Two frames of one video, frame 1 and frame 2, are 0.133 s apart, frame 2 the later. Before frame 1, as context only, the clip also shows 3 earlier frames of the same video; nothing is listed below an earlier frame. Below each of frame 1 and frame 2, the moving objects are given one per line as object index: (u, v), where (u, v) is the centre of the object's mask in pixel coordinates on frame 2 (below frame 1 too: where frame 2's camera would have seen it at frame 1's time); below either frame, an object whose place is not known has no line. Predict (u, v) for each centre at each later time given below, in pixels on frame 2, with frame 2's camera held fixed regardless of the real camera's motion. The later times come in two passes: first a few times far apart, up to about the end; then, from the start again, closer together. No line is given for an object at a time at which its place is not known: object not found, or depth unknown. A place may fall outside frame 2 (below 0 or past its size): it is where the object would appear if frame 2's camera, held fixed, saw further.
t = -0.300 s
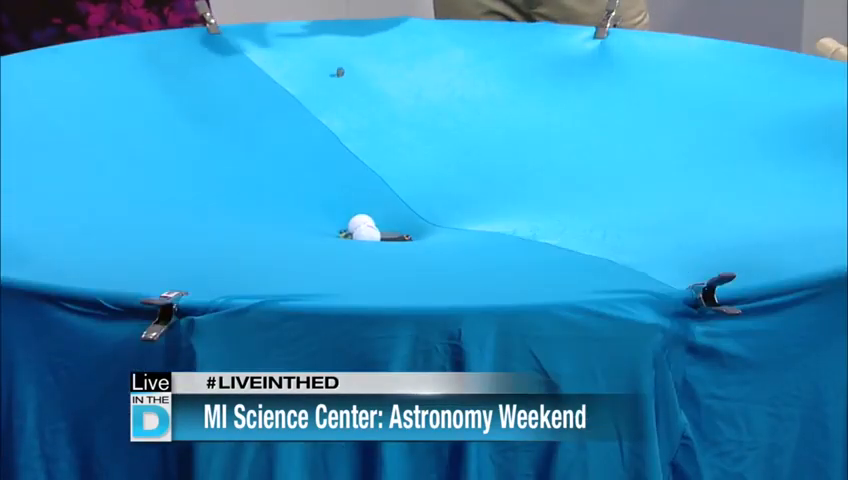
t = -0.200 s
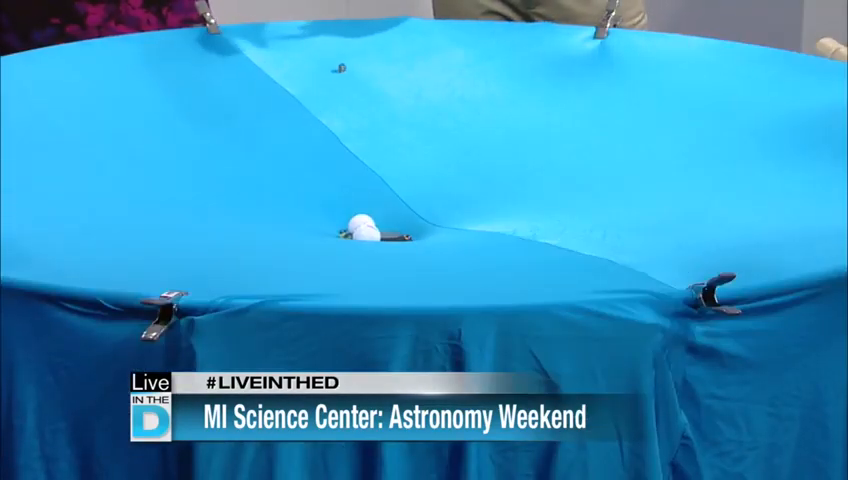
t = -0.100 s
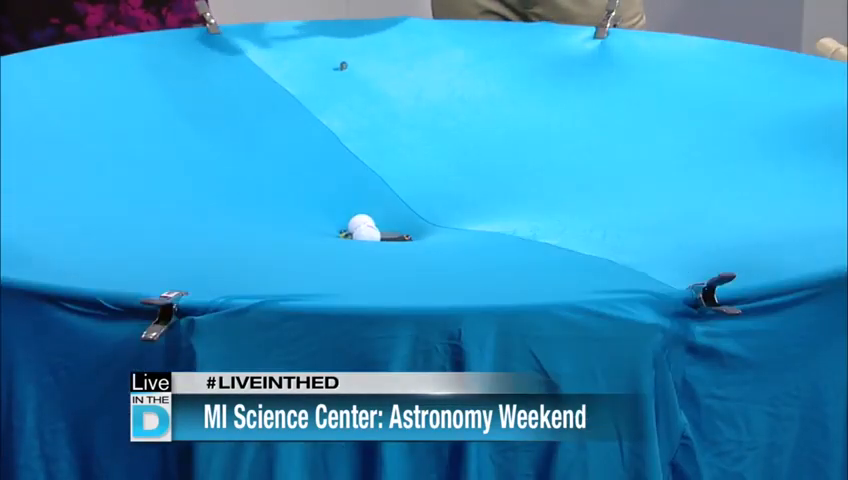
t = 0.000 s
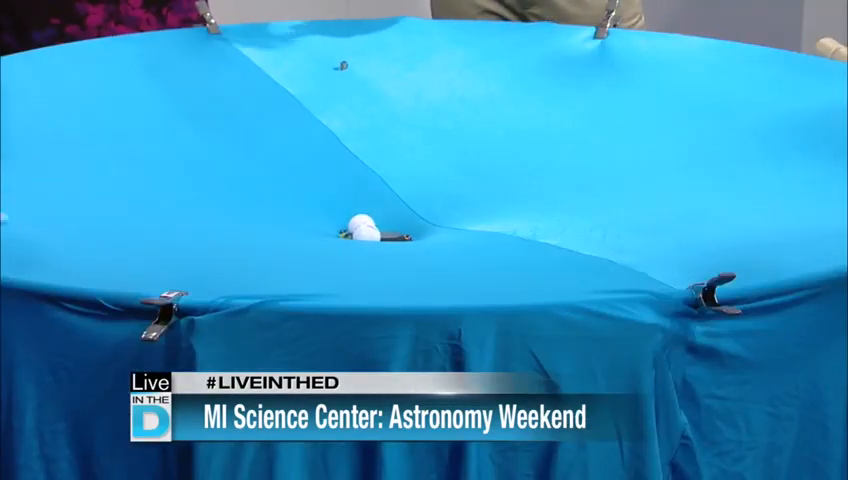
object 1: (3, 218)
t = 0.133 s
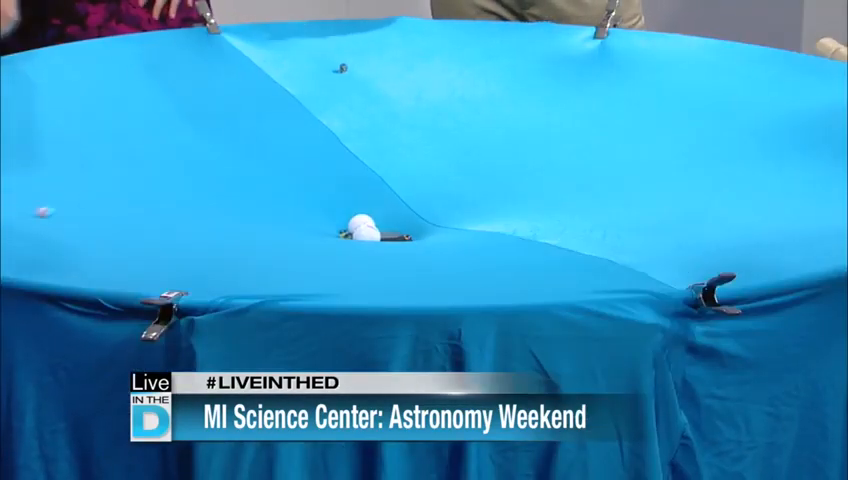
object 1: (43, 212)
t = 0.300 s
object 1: (105, 199)
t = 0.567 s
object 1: (227, 185)
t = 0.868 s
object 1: (405, 163)
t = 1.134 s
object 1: (549, 143)
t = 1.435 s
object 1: (668, 139)
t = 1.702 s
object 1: (735, 146)
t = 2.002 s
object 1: (764, 163)
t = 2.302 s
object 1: (739, 188)
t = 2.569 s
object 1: (669, 213)
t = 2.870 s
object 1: (535, 236)
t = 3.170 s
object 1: (361, 242)
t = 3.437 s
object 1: (231, 213)
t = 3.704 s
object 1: (161, 180)
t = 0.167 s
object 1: (55, 209)
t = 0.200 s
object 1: (67, 206)
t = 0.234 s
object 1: (80, 204)
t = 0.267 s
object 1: (93, 202)
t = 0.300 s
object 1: (105, 199)
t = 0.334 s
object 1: (119, 197)
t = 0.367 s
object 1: (133, 195)
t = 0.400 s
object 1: (148, 193)
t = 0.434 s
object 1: (161, 192)
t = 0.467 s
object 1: (177, 189)
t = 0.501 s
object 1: (194, 188)
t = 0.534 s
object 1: (210, 187)
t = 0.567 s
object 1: (227, 185)
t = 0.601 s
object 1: (246, 184)
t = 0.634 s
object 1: (265, 183)
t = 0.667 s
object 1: (286, 181)
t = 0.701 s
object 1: (304, 179)
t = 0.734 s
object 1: (326, 176)
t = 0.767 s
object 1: (347, 173)
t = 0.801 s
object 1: (364, 170)
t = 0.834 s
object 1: (385, 167)
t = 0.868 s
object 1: (405, 163)
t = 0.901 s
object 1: (425, 159)
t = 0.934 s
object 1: (445, 156)
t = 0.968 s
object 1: (464, 153)
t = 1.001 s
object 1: (482, 150)
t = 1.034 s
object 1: (499, 148)
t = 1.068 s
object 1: (516, 146)
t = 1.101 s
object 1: (533, 145)
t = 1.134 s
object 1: (549, 143)
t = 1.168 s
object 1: (564, 142)
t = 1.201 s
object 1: (579, 141)
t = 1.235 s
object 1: (593, 140)
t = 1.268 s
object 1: (607, 139)
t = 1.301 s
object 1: (620, 139)
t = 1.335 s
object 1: (633, 139)
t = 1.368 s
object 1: (645, 139)
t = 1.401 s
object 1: (656, 139)
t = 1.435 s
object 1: (668, 139)
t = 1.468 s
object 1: (678, 139)
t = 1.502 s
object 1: (688, 140)
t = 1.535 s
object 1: (697, 140)
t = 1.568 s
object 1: (705, 141)
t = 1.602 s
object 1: (714, 142)
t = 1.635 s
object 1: (721, 143)
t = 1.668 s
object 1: (729, 144)
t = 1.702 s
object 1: (735, 146)
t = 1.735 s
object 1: (741, 147)
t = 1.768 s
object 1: (746, 149)
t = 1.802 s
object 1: (751, 150)
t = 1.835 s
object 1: (754, 152)
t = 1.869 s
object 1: (758, 154)
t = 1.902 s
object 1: (761, 156)
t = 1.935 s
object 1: (762, 158)
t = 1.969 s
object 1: (763, 161)
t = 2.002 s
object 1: (764, 163)
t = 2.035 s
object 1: (764, 165)
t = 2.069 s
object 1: (763, 168)
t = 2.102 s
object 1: (762, 170)
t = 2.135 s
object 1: (760, 173)
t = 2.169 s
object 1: (758, 175)
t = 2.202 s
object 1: (753, 179)
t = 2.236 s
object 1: (750, 181)
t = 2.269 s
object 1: (745, 184)
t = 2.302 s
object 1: (739, 188)
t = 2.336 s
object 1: (733, 191)
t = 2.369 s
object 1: (726, 194)
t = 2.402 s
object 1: (718, 197)
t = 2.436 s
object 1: (709, 200)
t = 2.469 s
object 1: (700, 203)
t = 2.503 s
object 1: (690, 207)
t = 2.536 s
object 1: (680, 209)
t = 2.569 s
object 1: (669, 213)
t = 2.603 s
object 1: (656, 216)
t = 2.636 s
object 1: (644, 219)
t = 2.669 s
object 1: (631, 222)
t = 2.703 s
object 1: (616, 224)
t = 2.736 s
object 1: (601, 227)
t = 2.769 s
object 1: (584, 229)
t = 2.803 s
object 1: (569, 231)
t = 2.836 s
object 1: (553, 233)
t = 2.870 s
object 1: (535, 236)
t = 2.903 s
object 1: (517, 237)
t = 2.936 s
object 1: (497, 238)
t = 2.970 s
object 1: (480, 239)
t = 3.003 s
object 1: (460, 240)
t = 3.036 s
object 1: (441, 240)
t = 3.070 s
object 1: (422, 241)
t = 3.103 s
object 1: (401, 241)
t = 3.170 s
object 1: (361, 242)
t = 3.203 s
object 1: (345, 237)
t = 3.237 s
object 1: (325, 235)
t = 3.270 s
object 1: (307, 232)
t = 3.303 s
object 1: (289, 229)
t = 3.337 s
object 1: (273, 226)
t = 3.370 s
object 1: (258, 222)
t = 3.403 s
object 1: (243, 217)
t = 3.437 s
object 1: (231, 213)
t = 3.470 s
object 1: (220, 207)
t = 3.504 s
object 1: (208, 202)
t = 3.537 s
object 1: (200, 197)
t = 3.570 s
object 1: (190, 191)
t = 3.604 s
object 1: (183, 186)
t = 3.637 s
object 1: (176, 182)
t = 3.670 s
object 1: (168, 181)
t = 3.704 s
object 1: (161, 180)
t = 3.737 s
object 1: (156, 178)
